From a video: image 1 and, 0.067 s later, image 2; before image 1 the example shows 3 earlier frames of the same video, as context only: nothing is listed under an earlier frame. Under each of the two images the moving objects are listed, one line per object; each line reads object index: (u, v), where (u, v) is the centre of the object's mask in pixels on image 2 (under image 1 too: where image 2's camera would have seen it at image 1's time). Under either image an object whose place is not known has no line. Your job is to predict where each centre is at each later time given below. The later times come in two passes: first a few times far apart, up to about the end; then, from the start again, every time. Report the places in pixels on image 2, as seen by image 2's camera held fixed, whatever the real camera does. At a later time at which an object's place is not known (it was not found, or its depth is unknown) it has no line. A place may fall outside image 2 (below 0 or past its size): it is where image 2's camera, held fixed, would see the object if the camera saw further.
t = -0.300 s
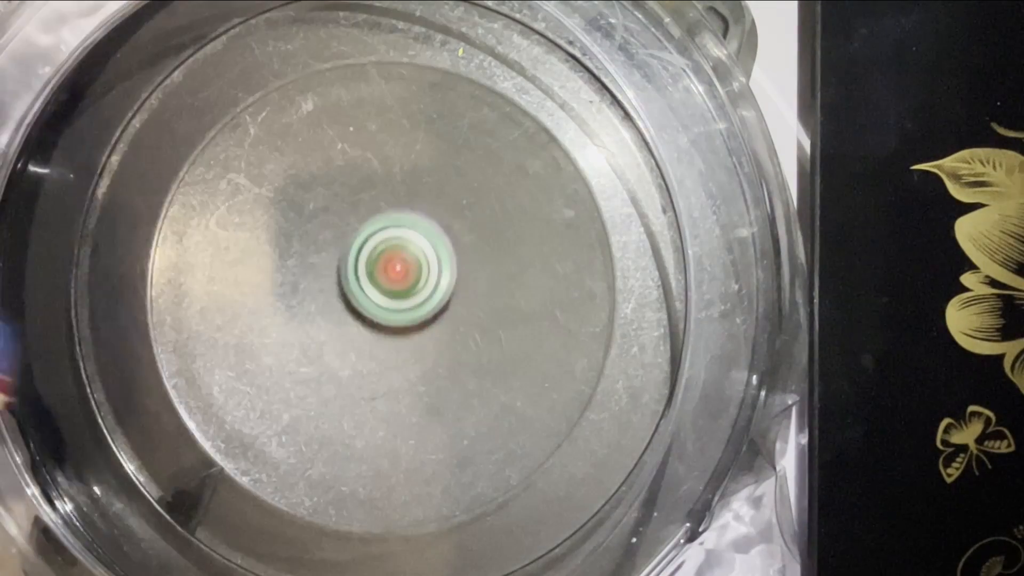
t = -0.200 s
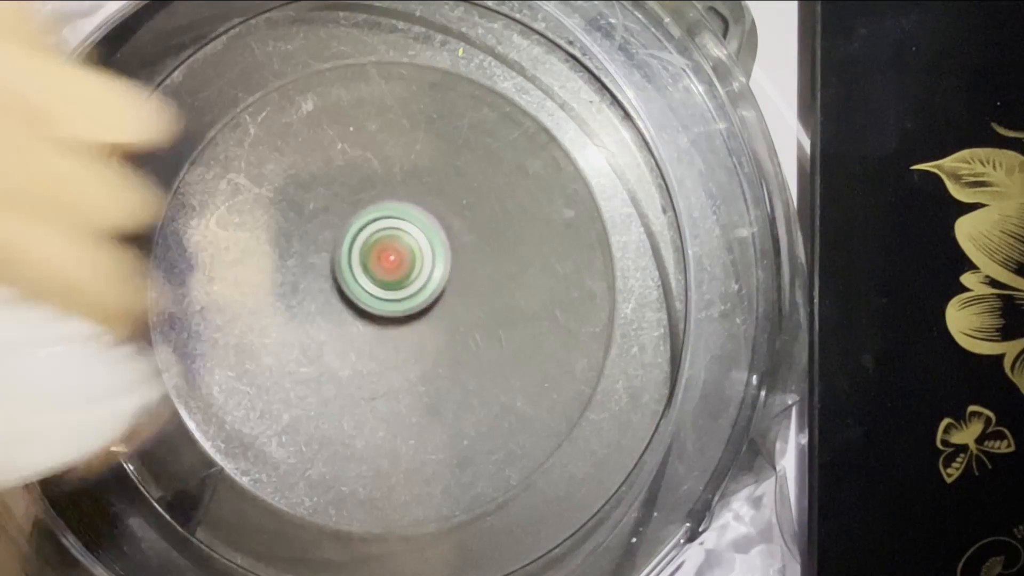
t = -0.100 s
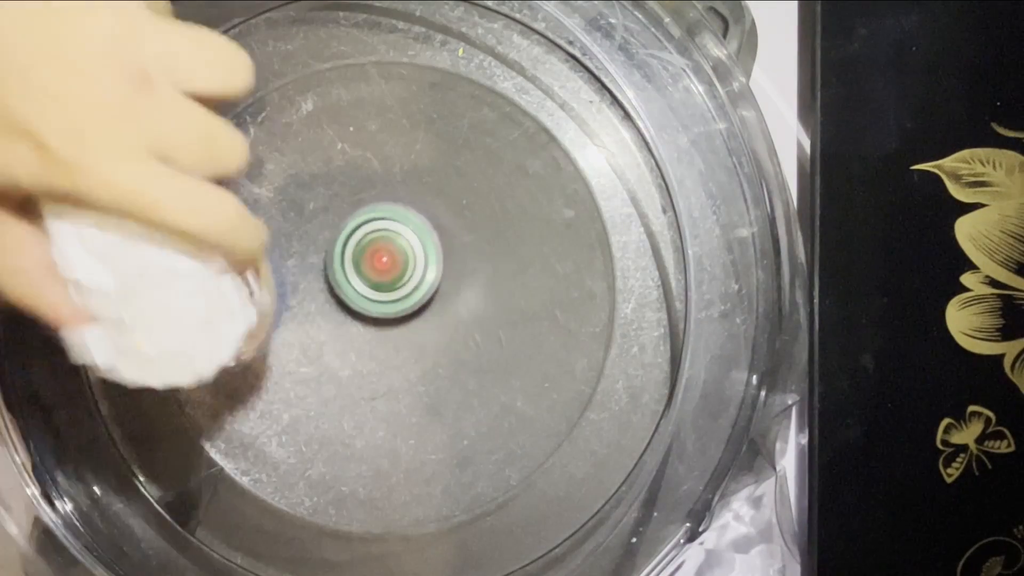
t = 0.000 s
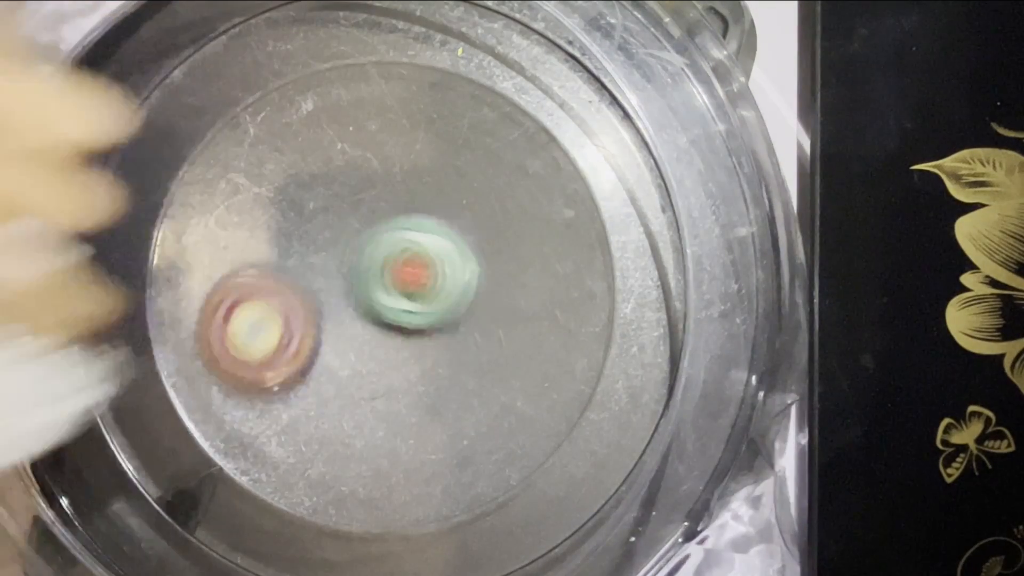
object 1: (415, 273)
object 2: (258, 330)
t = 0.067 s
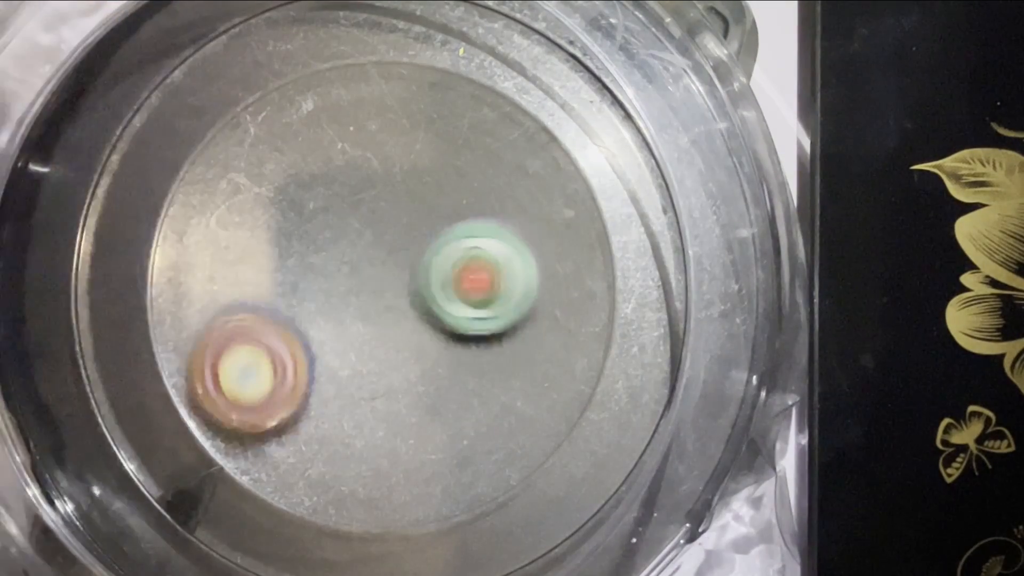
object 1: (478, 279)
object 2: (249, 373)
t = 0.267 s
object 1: (543, 220)
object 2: (371, 432)
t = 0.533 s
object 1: (479, 123)
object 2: (575, 248)
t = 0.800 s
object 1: (306, 154)
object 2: (425, 99)
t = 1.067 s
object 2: (299, 291)
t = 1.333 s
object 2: (572, 423)
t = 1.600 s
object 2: (658, 293)
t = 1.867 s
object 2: (683, 321)
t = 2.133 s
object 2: (650, 395)
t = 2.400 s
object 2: (625, 452)
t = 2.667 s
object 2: (587, 505)
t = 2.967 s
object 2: (523, 530)
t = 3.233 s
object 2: (468, 529)
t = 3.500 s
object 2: (488, 370)
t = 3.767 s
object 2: (370, 149)
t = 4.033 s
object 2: (253, 210)
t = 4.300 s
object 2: (354, 310)
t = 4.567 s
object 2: (374, 113)
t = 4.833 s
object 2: (253, 202)
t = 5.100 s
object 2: (415, 398)
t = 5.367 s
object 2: (559, 274)
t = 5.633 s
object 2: (398, 152)
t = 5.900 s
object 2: (279, 269)
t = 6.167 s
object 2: (299, 261)
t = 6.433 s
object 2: (438, 274)
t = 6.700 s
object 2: (387, 186)
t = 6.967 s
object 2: (383, 342)
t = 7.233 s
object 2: (503, 321)
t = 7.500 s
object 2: (449, 188)
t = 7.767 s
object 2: (438, 279)
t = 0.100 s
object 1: (501, 276)
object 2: (256, 391)
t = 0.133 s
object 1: (517, 271)
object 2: (268, 405)
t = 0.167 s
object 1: (530, 260)
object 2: (288, 420)
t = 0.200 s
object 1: (537, 247)
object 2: (312, 428)
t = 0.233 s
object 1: (542, 232)
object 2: (339, 431)
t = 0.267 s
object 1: (543, 220)
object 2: (371, 432)
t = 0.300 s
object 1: (542, 209)
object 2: (405, 425)
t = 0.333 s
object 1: (538, 198)
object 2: (441, 411)
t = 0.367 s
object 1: (533, 189)
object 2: (478, 387)
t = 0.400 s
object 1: (527, 181)
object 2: (505, 361)
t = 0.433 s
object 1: (520, 175)
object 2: (532, 325)
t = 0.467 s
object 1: (510, 168)
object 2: (553, 288)
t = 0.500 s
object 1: (494, 144)
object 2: (567, 270)
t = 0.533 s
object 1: (479, 123)
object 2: (575, 248)
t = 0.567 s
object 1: (463, 112)
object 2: (575, 222)
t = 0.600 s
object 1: (447, 108)
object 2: (566, 195)
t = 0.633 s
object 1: (430, 109)
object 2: (548, 166)
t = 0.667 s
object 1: (406, 110)
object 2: (533, 142)
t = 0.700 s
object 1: (374, 112)
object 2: (517, 127)
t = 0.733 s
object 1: (345, 120)
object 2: (495, 114)
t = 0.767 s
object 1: (323, 135)
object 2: (462, 104)
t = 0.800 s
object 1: (306, 154)
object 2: (425, 99)
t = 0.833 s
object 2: (384, 103)
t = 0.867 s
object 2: (352, 114)
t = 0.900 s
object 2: (321, 135)
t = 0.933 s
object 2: (300, 159)
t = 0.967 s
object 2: (292, 181)
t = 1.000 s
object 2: (288, 207)
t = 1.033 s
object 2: (290, 247)
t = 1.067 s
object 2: (299, 291)
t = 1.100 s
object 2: (315, 335)
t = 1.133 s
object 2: (339, 379)
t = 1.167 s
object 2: (369, 408)
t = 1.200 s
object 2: (408, 427)
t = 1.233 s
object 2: (452, 438)
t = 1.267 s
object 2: (498, 441)
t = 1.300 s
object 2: (537, 436)
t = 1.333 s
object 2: (572, 423)
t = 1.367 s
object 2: (602, 402)
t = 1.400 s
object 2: (623, 387)
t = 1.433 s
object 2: (660, 378)
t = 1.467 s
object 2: (680, 371)
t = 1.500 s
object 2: (682, 355)
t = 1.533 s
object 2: (679, 335)
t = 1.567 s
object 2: (667, 312)
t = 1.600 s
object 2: (658, 293)
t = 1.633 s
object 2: (649, 278)
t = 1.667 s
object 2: (641, 269)
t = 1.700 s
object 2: (641, 265)
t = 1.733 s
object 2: (649, 267)
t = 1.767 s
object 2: (658, 277)
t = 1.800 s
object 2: (670, 292)
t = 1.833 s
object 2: (682, 310)
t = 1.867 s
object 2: (683, 321)
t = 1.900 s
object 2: (670, 328)
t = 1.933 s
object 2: (661, 336)
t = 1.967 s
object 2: (659, 347)
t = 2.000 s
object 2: (665, 363)
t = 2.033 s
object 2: (672, 381)
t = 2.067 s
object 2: (670, 390)
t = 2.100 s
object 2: (659, 393)
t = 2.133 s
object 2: (650, 395)
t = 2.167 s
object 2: (646, 402)
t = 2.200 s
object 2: (646, 415)
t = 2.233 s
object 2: (648, 432)
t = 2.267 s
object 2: (646, 442)
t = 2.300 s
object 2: (642, 446)
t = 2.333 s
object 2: (636, 443)
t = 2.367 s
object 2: (631, 444)
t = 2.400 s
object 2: (625, 452)
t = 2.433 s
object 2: (620, 464)
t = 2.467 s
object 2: (614, 474)
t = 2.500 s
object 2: (609, 483)
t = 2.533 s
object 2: (606, 490)
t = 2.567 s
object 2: (602, 496)
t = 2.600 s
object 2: (598, 500)
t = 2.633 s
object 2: (593, 502)
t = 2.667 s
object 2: (587, 505)
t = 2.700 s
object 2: (581, 510)
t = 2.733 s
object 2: (574, 514)
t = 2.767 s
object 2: (567, 519)
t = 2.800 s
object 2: (560, 523)
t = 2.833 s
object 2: (552, 525)
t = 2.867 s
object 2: (543, 526)
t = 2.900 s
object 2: (536, 527)
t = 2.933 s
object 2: (529, 529)
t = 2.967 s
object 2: (523, 530)
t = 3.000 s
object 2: (518, 531)
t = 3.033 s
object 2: (512, 531)
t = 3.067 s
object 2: (506, 531)
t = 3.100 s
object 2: (499, 531)
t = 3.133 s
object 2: (492, 530)
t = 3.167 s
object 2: (485, 530)
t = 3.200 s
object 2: (476, 530)
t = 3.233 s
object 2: (468, 529)
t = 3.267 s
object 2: (459, 528)
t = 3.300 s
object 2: (453, 525)
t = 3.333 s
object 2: (452, 517)
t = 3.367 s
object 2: (454, 498)
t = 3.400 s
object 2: (459, 475)
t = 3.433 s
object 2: (469, 446)
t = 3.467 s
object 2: (480, 411)
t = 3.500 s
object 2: (488, 370)
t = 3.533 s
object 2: (486, 325)
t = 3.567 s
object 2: (475, 281)
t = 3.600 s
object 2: (455, 241)
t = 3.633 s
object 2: (440, 211)
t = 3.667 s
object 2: (424, 188)
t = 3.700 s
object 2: (402, 173)
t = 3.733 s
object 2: (379, 162)
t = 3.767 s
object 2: (370, 149)
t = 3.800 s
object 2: (359, 142)
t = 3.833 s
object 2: (344, 143)
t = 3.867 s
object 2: (327, 147)
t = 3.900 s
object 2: (306, 158)
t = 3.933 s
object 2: (291, 165)
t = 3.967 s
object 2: (279, 172)
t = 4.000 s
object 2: (266, 186)
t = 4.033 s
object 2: (253, 210)
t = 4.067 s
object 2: (244, 227)
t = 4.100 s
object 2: (240, 241)
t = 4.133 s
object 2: (245, 268)
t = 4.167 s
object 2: (258, 290)
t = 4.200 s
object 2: (270, 298)
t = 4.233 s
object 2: (294, 308)
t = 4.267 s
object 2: (324, 313)
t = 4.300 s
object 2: (354, 310)
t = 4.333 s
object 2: (376, 290)
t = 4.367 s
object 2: (393, 262)
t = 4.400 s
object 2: (403, 233)
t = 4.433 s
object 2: (409, 206)
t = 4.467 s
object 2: (408, 179)
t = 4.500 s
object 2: (400, 155)
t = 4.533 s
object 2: (391, 133)
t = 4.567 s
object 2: (374, 113)
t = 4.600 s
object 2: (353, 98)
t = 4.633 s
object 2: (329, 84)
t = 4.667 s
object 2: (306, 81)
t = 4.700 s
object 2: (283, 90)
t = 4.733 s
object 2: (262, 109)
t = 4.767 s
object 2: (252, 137)
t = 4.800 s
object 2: (249, 169)
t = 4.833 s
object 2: (253, 202)
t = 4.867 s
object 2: (270, 243)
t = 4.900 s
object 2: (292, 276)
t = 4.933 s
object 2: (323, 309)
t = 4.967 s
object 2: (355, 332)
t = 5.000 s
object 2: (376, 354)
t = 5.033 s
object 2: (387, 377)
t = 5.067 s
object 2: (400, 389)
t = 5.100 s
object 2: (415, 398)
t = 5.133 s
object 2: (431, 400)
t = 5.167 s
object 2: (450, 398)
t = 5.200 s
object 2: (470, 388)
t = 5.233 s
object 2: (491, 372)
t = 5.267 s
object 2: (514, 351)
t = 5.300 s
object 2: (532, 329)
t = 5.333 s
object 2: (550, 301)
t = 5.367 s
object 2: (559, 274)
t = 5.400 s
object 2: (561, 247)
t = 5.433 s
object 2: (555, 217)
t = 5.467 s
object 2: (541, 193)
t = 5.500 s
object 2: (520, 170)
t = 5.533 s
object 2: (495, 153)
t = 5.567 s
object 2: (462, 145)
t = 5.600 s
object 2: (430, 143)
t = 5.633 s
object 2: (398, 152)
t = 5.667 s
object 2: (367, 166)
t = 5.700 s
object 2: (342, 173)
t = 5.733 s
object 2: (326, 179)
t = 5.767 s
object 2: (312, 191)
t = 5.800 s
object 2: (298, 213)
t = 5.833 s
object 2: (287, 238)
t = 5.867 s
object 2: (282, 263)
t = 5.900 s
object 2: (279, 269)
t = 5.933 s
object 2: (277, 245)
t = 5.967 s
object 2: (278, 226)
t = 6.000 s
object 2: (282, 216)
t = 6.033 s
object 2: (287, 213)
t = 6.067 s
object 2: (291, 217)
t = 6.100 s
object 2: (293, 226)
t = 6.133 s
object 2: (294, 243)
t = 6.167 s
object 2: (299, 261)
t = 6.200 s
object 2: (309, 278)
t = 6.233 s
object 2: (323, 292)
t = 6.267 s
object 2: (345, 303)
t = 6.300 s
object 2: (368, 308)
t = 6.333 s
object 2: (388, 306)
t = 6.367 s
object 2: (408, 299)
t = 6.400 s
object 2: (424, 289)
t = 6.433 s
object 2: (438, 274)
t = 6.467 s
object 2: (446, 258)
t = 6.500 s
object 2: (452, 238)
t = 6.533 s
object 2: (453, 220)
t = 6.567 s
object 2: (448, 202)
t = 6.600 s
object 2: (438, 188)
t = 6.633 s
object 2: (423, 180)
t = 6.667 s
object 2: (406, 179)
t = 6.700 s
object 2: (387, 186)
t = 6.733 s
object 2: (373, 200)
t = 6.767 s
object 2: (361, 217)
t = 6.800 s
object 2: (354, 239)
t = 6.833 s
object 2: (352, 260)
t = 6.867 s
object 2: (354, 283)
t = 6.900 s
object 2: (360, 306)
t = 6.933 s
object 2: (370, 326)
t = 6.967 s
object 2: (383, 342)
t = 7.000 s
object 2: (400, 354)
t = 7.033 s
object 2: (418, 362)
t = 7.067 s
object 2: (435, 366)
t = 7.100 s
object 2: (453, 365)
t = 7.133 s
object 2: (470, 361)
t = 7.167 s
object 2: (485, 351)
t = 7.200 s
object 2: (498, 337)
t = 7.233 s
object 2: (503, 321)
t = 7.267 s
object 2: (502, 302)
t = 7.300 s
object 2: (494, 284)
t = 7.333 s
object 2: (491, 265)
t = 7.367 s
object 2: (494, 240)
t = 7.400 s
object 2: (491, 222)
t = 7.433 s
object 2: (480, 208)
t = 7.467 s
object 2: (464, 196)
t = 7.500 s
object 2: (449, 188)
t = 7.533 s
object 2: (440, 181)
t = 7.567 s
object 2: (427, 178)
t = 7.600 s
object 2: (413, 178)
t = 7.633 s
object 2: (397, 183)
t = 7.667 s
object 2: (382, 194)
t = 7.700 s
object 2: (398, 222)
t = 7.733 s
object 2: (419, 254)
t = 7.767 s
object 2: (438, 279)
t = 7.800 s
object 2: (453, 298)
